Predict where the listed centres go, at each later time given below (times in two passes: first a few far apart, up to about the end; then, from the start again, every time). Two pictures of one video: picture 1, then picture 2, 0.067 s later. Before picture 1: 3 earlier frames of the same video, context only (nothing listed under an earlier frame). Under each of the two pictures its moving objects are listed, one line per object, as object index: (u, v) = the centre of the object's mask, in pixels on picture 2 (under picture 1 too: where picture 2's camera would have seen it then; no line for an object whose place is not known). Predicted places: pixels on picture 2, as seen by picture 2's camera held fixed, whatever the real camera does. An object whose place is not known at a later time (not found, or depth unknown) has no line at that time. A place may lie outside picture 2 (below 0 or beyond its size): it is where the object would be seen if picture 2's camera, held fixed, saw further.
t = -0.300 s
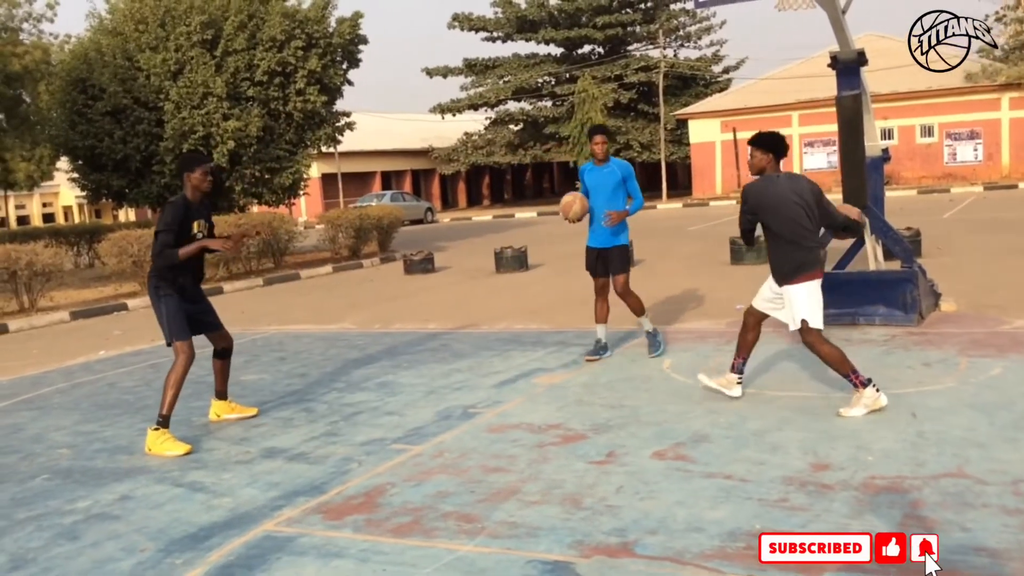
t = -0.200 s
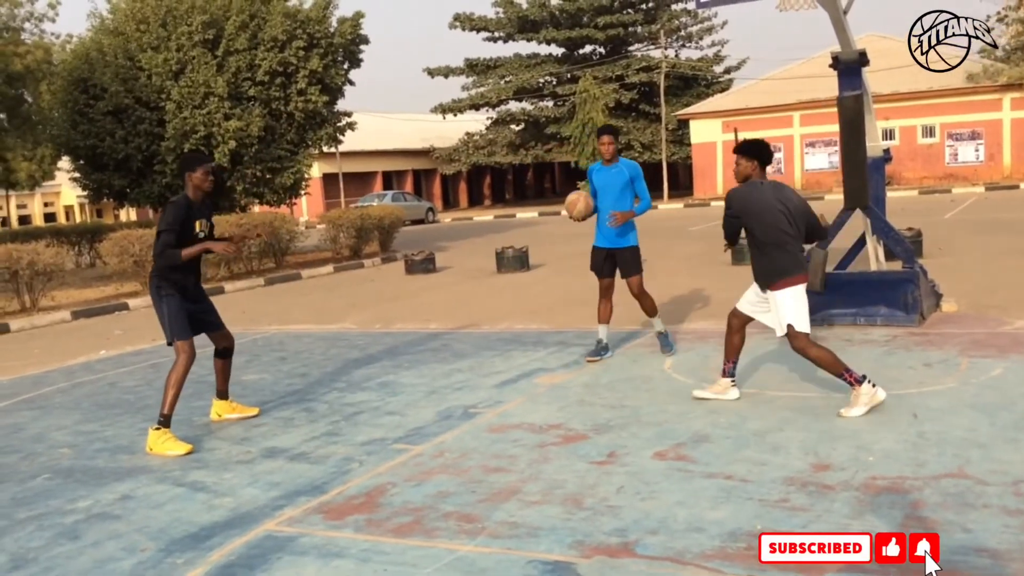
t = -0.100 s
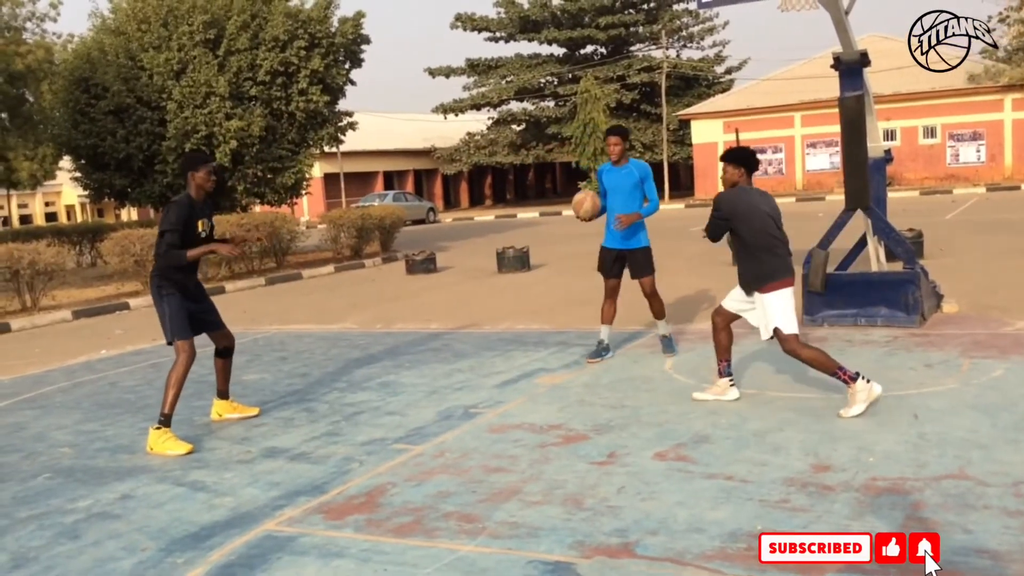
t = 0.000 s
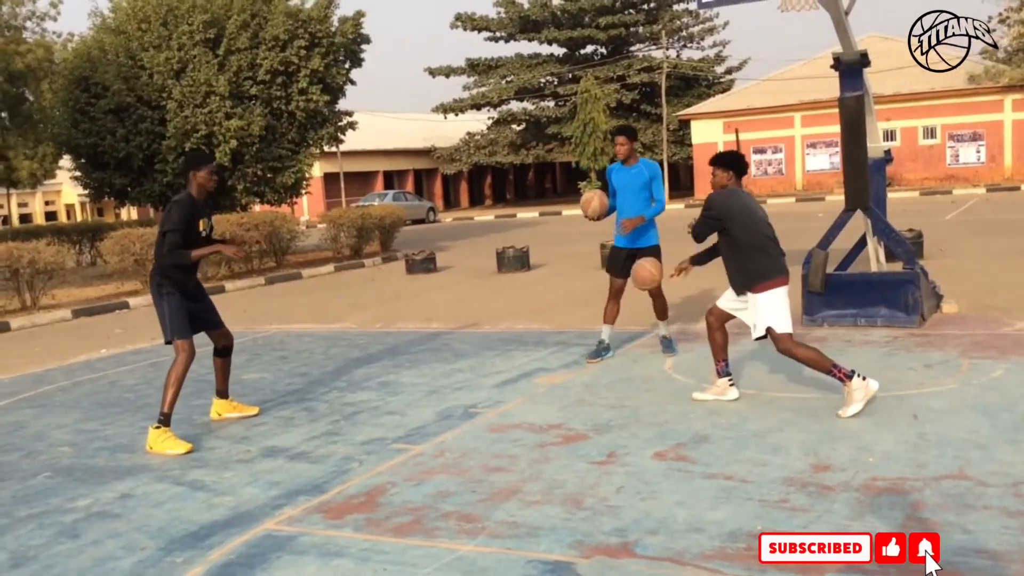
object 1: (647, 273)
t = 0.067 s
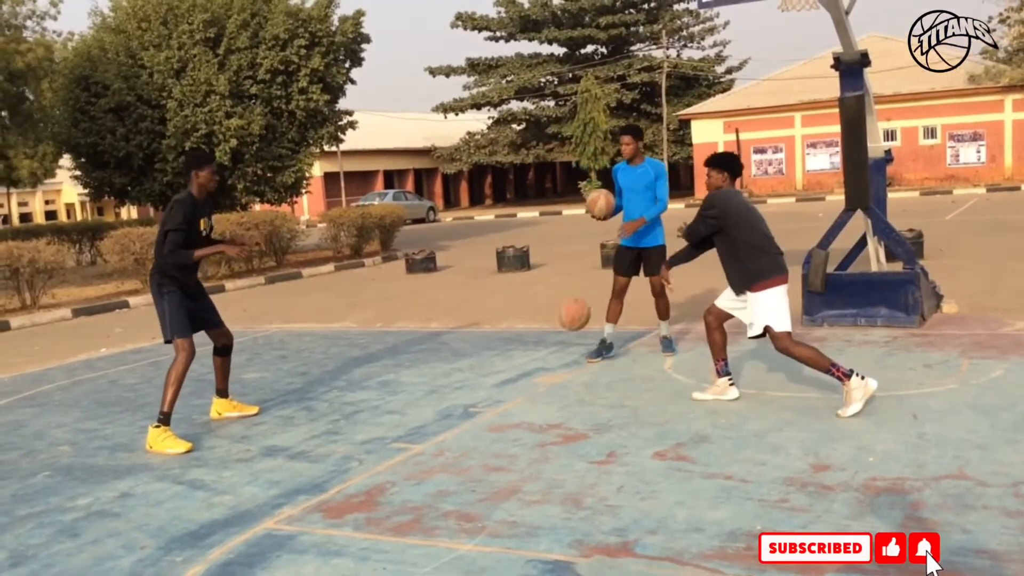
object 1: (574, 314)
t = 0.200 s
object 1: (453, 362)
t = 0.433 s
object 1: (318, 279)
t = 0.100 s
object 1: (539, 336)
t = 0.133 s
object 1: (504, 360)
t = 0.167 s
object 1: (472, 379)
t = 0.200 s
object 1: (453, 362)
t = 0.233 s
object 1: (433, 346)
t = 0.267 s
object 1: (414, 332)
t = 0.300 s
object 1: (395, 318)
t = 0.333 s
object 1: (375, 307)
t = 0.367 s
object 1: (356, 297)
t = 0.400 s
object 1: (337, 287)
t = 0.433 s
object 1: (318, 279)
